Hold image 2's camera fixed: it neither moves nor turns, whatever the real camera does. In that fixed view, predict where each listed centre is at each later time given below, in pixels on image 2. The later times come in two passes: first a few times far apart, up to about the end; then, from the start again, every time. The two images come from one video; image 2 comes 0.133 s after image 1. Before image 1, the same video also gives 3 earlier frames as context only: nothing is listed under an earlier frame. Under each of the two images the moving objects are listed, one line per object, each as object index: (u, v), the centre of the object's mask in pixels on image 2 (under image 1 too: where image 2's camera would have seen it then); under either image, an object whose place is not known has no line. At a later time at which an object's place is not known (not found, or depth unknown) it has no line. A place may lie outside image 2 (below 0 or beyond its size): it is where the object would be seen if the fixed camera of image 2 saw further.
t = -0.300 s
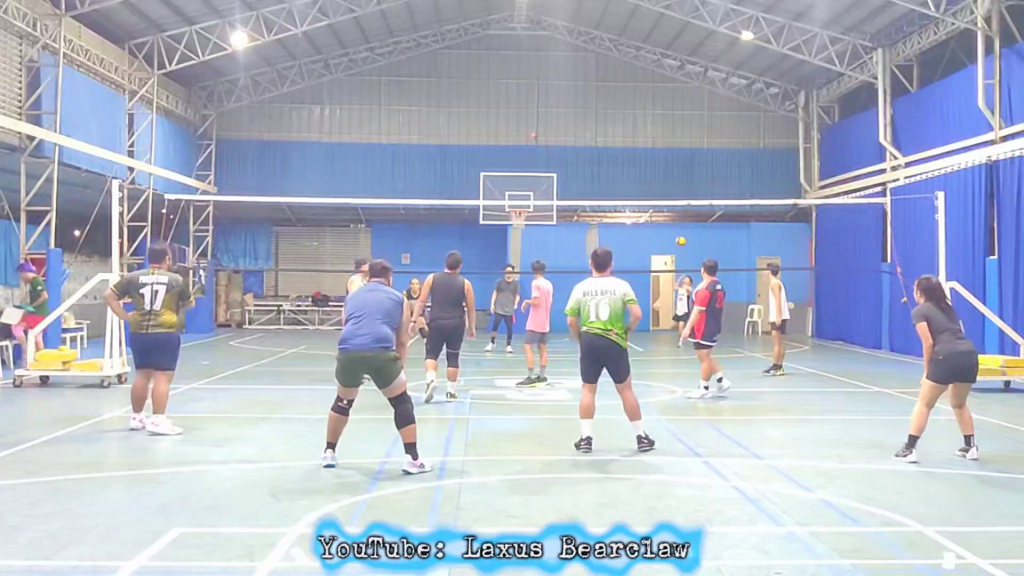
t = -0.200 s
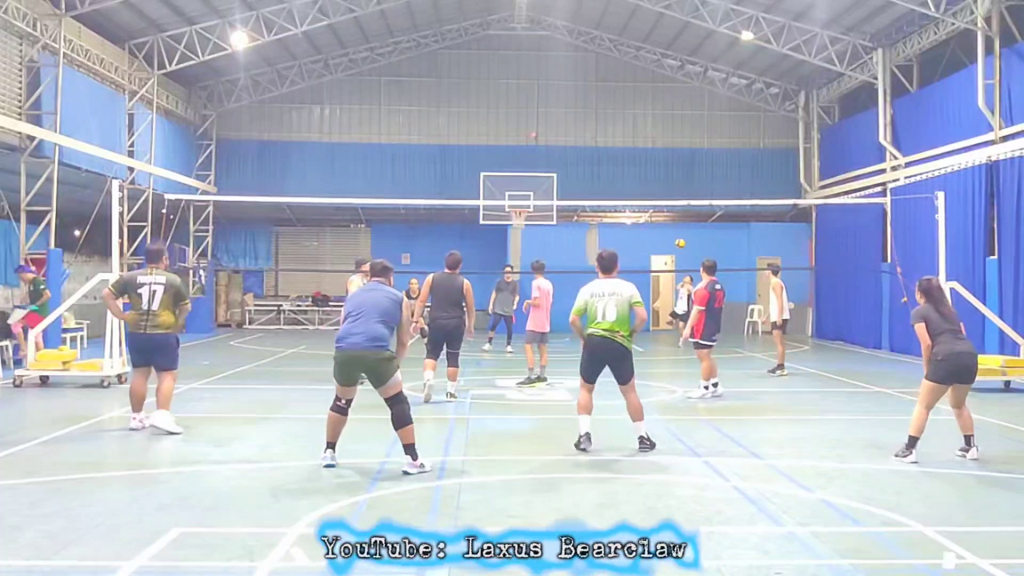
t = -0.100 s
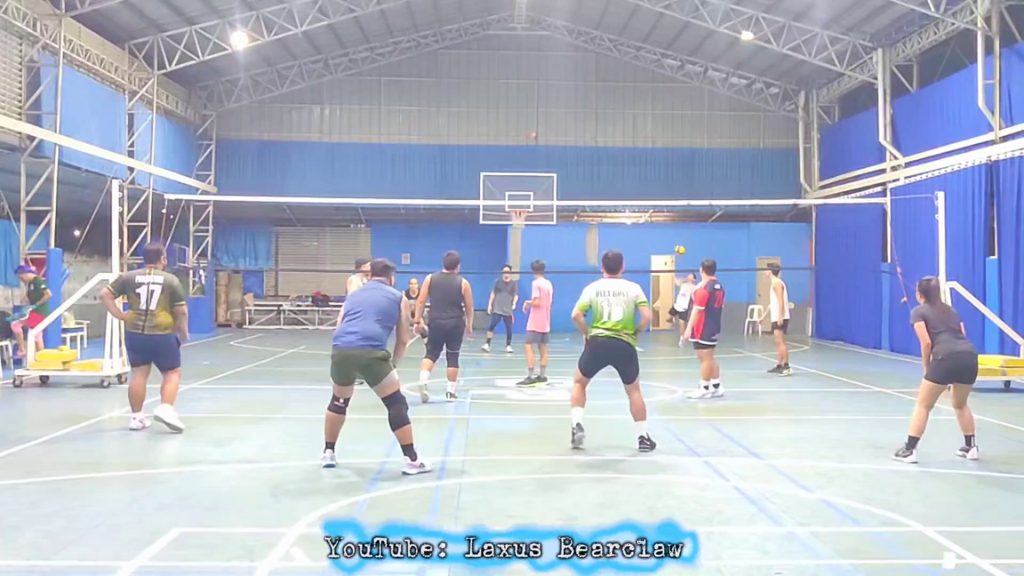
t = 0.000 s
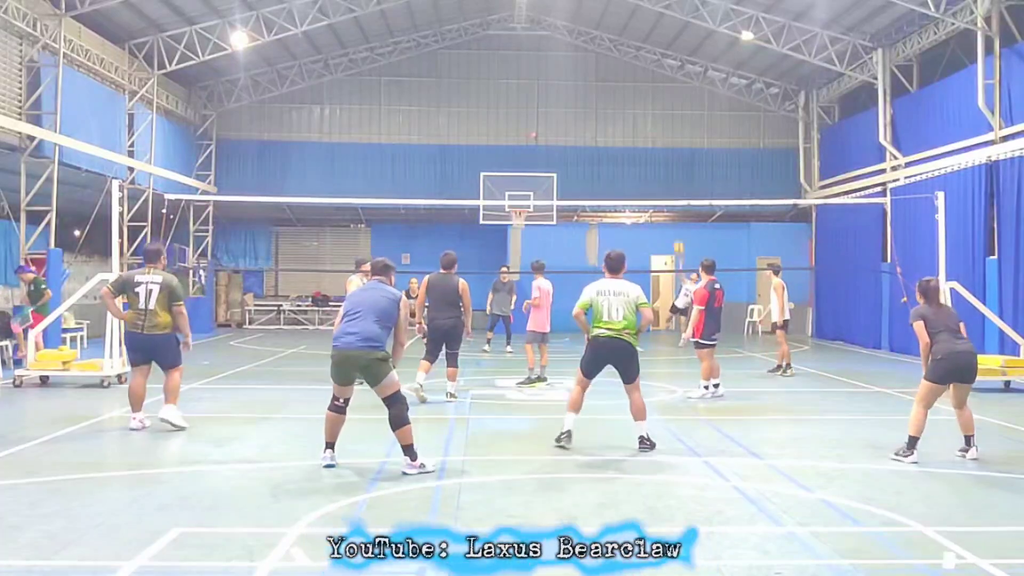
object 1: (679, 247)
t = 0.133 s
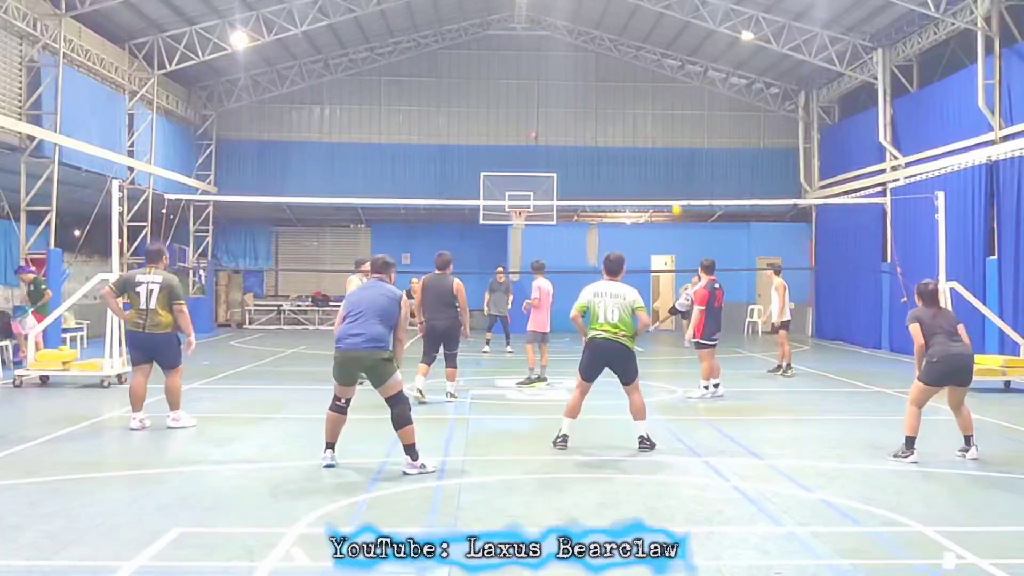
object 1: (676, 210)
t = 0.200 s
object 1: (674, 191)
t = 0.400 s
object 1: (667, 143)
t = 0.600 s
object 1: (660, 108)
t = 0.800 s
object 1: (654, 98)
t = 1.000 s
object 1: (644, 118)
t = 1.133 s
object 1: (638, 160)
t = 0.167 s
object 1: (675, 197)
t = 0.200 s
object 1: (674, 191)
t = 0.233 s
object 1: (673, 183)
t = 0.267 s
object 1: (671, 174)
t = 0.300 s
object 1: (670, 166)
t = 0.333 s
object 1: (669, 158)
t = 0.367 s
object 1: (668, 151)
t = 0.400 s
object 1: (667, 143)
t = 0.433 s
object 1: (666, 136)
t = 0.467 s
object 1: (665, 129)
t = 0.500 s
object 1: (664, 122)
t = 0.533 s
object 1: (663, 117)
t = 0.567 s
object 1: (661, 112)
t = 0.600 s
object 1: (660, 108)
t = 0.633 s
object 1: (659, 105)
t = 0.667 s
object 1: (658, 103)
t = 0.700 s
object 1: (657, 101)
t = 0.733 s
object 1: (656, 99)
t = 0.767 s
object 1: (655, 99)
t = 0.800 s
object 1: (654, 98)
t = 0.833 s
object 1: (653, 99)
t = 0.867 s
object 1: (652, 100)
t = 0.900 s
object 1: (650, 102)
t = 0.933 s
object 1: (647, 106)
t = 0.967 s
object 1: (646, 111)
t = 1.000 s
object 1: (644, 118)
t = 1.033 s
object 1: (642, 126)
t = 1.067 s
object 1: (641, 136)
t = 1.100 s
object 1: (640, 147)
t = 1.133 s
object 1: (638, 160)
